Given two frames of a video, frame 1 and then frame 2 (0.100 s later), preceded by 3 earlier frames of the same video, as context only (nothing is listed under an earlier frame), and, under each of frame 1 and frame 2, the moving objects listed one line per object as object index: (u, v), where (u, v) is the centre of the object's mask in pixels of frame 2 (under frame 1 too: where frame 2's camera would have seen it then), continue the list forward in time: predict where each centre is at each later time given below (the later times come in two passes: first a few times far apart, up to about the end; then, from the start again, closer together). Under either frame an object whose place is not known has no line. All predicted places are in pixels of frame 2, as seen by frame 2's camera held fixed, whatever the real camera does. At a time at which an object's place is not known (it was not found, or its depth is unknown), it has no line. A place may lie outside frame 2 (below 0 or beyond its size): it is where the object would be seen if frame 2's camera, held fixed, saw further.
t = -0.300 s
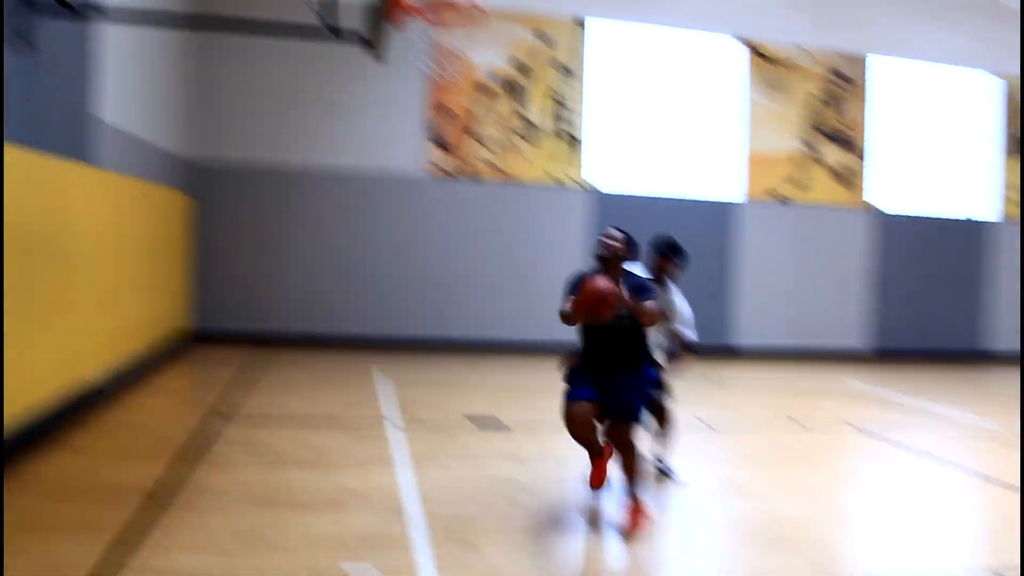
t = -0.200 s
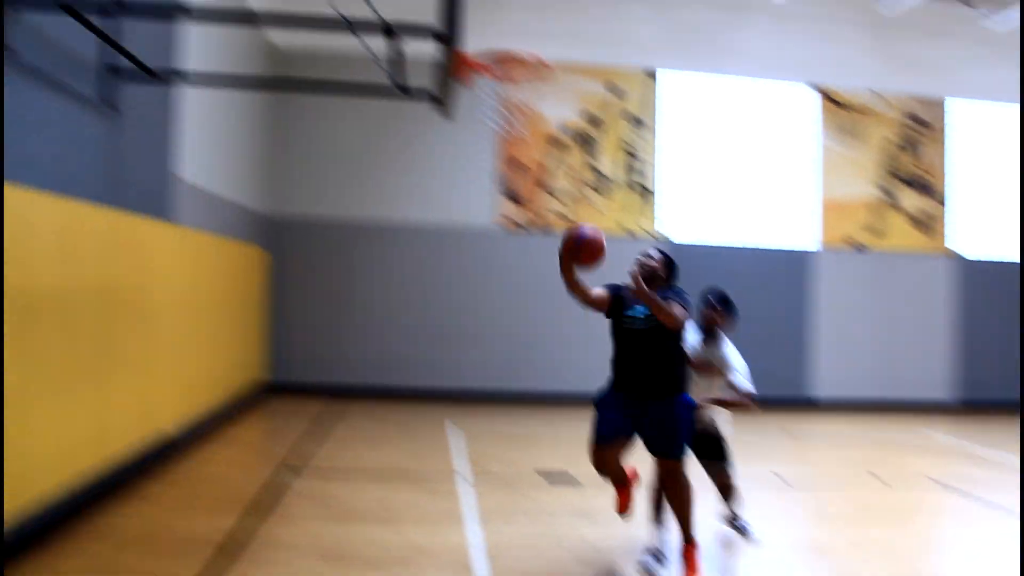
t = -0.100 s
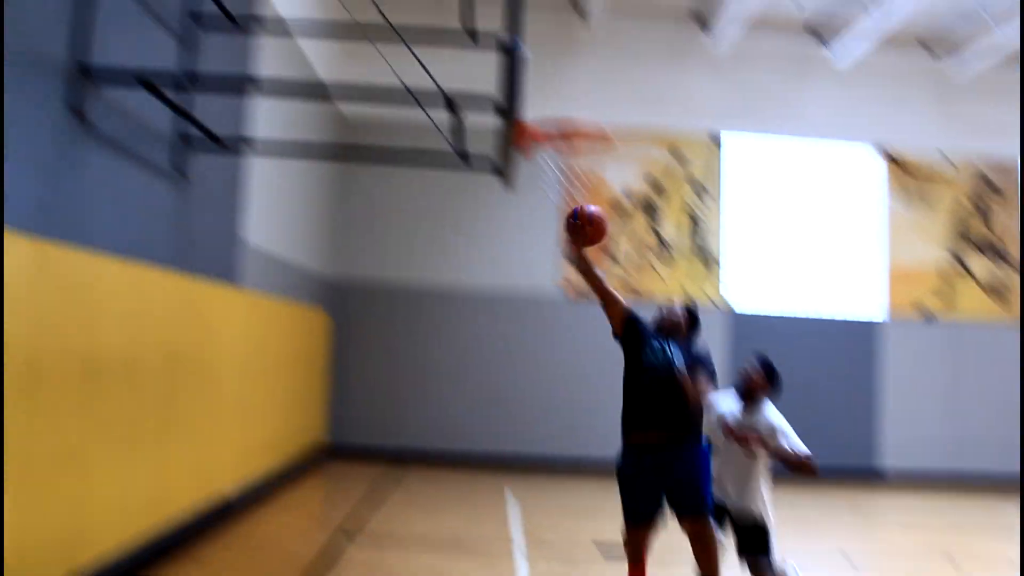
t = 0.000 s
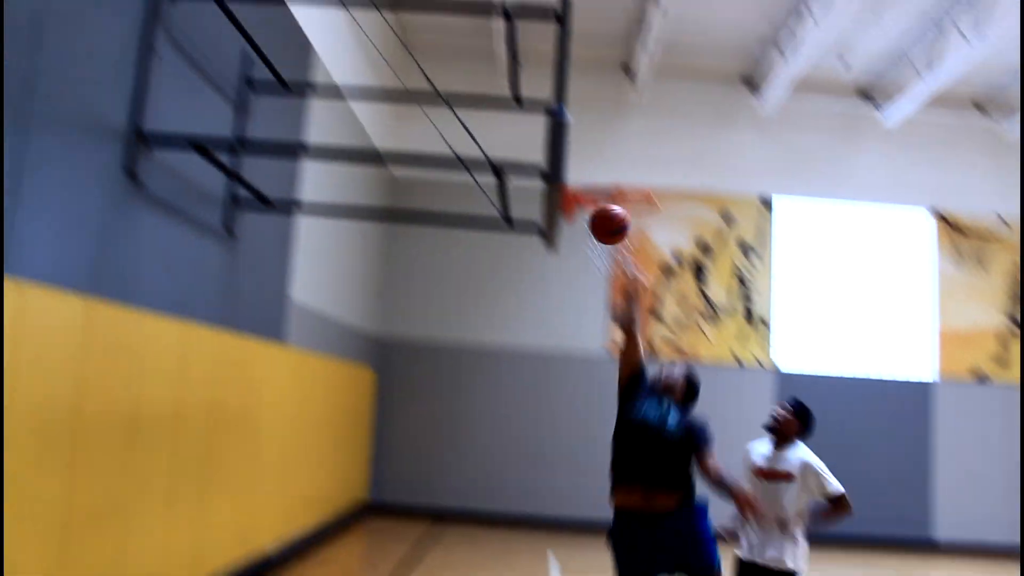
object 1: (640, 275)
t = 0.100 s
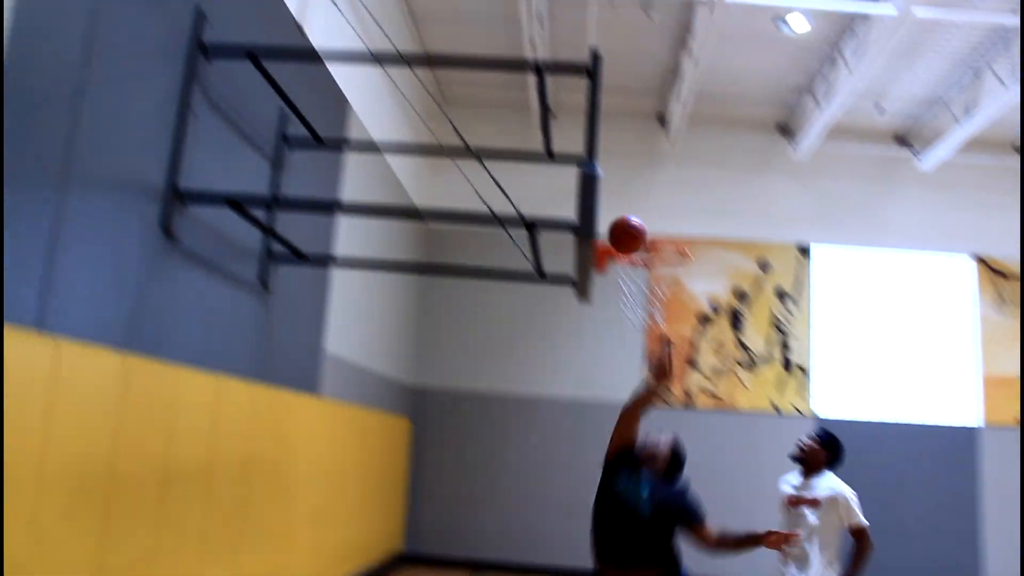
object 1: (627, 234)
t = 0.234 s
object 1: (612, 207)
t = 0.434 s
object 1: (629, 199)
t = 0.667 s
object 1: (645, 261)
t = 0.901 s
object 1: (654, 384)
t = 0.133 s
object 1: (623, 226)
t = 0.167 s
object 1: (618, 218)
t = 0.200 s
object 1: (614, 212)
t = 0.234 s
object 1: (612, 207)
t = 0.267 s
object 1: (614, 202)
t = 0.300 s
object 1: (617, 198)
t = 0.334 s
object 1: (620, 196)
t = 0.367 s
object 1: (623, 196)
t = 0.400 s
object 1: (626, 197)
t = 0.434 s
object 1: (629, 199)
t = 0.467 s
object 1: (632, 204)
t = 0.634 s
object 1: (643, 243)
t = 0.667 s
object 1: (645, 261)
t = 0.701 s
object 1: (645, 275)
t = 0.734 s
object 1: (646, 287)
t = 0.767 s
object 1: (648, 307)
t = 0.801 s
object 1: (650, 323)
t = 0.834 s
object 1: (652, 343)
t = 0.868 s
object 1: (655, 362)
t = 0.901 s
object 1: (654, 384)
